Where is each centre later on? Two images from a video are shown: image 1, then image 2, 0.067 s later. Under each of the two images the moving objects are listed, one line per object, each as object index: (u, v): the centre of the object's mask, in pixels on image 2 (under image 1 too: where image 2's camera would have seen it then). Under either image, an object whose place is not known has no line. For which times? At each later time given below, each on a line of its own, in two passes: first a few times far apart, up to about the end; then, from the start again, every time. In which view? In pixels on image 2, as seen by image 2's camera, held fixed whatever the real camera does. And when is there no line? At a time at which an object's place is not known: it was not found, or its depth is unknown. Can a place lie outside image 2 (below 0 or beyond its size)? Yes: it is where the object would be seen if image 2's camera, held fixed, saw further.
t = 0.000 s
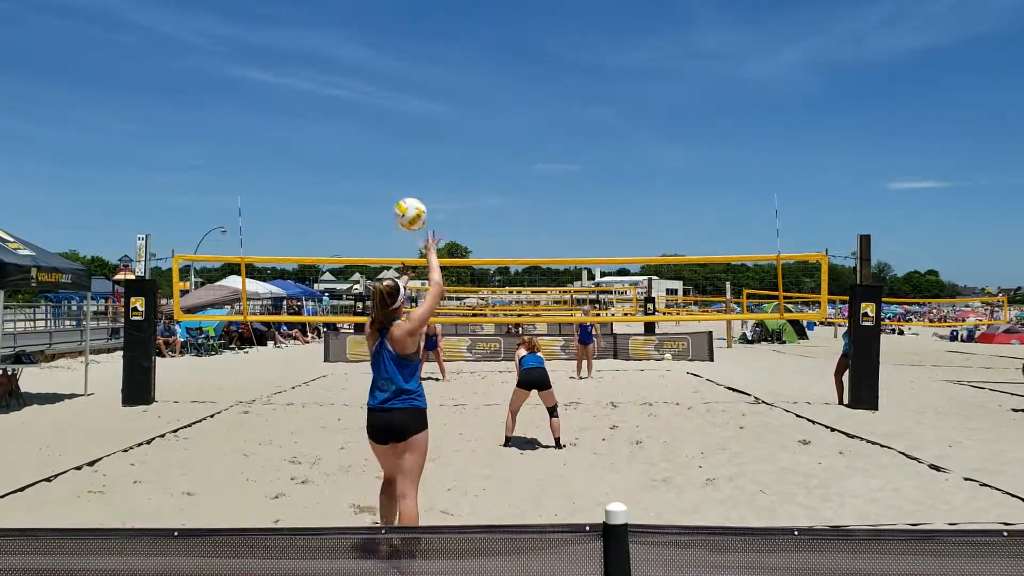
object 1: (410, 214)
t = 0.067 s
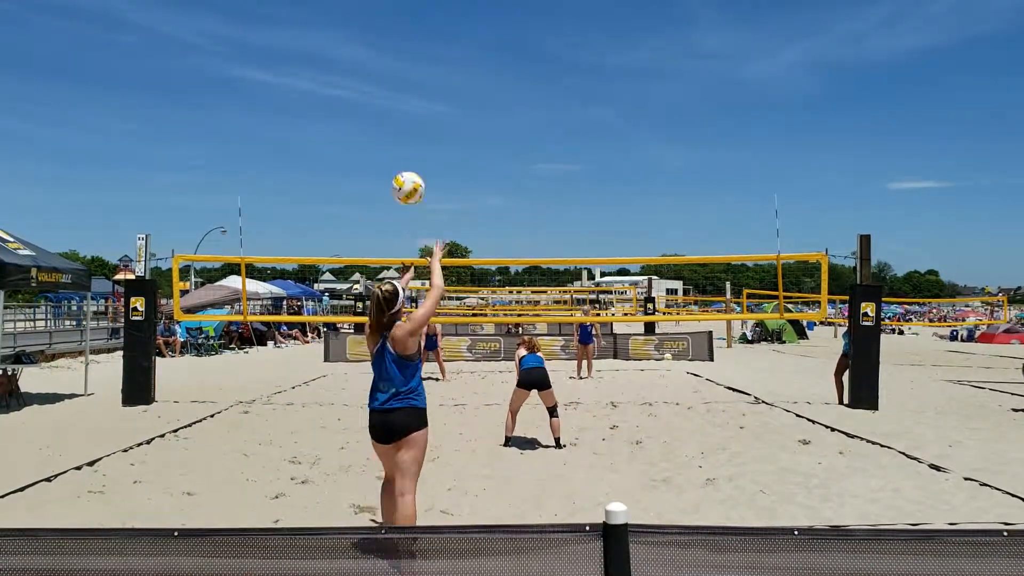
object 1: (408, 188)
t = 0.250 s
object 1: (401, 152)
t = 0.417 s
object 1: (396, 163)
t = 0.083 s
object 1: (408, 183)
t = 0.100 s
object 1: (407, 178)
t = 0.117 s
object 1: (406, 173)
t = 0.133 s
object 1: (405, 169)
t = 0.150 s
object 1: (405, 166)
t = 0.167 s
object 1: (404, 162)
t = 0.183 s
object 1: (403, 159)
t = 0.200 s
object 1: (403, 157)
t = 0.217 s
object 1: (403, 155)
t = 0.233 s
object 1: (402, 153)
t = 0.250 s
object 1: (401, 152)
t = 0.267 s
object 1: (400, 151)
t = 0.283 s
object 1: (401, 151)
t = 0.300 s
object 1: (400, 152)
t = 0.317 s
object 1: (399, 152)
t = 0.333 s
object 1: (399, 153)
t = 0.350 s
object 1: (398, 154)
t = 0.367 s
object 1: (397, 156)
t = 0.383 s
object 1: (397, 158)
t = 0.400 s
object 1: (396, 160)
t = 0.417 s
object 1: (396, 163)
